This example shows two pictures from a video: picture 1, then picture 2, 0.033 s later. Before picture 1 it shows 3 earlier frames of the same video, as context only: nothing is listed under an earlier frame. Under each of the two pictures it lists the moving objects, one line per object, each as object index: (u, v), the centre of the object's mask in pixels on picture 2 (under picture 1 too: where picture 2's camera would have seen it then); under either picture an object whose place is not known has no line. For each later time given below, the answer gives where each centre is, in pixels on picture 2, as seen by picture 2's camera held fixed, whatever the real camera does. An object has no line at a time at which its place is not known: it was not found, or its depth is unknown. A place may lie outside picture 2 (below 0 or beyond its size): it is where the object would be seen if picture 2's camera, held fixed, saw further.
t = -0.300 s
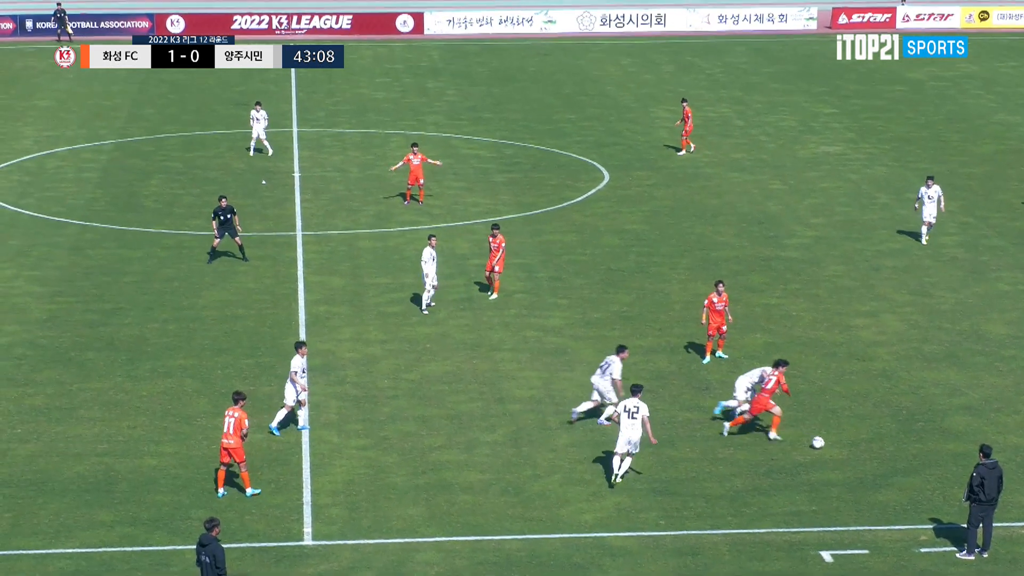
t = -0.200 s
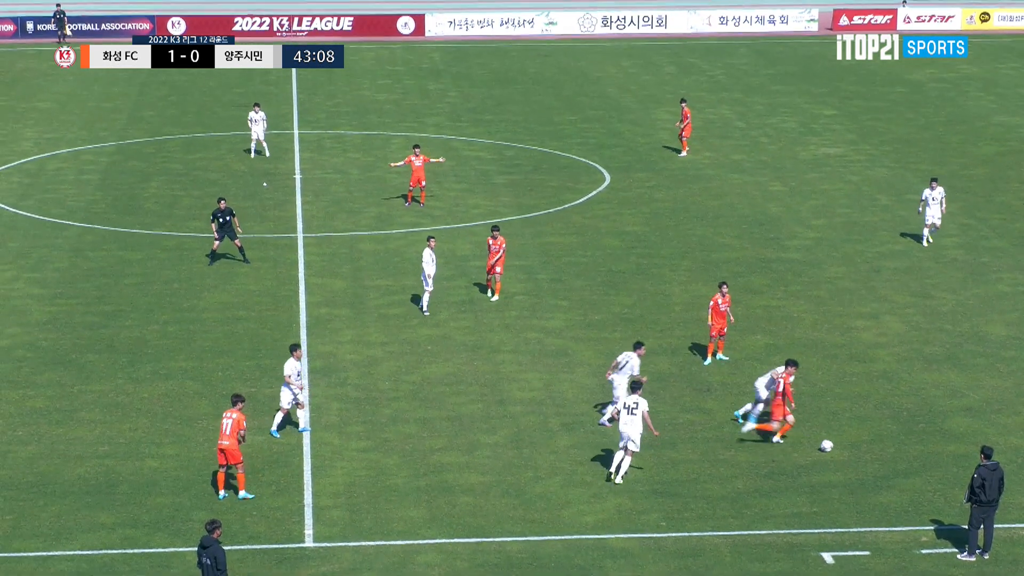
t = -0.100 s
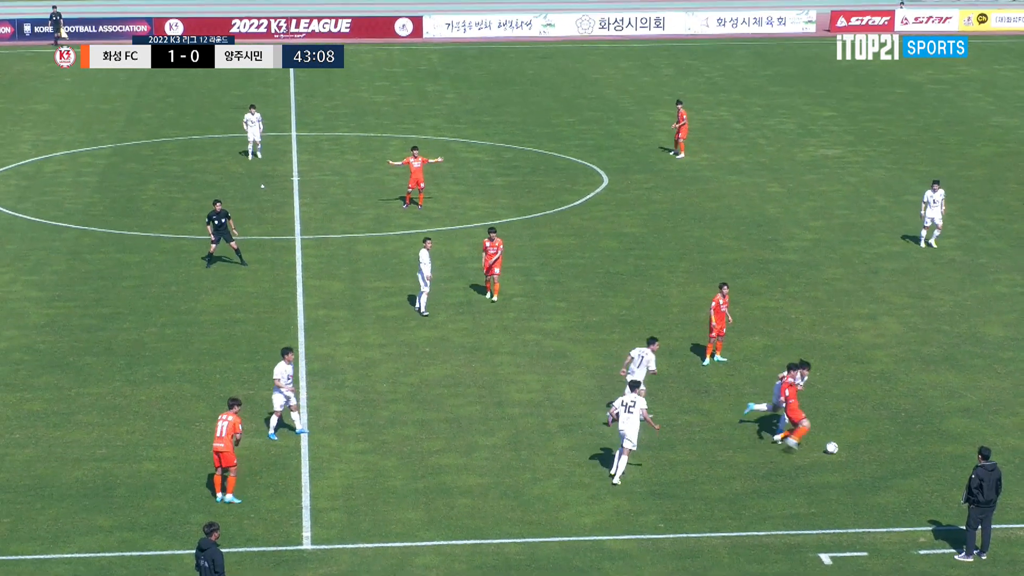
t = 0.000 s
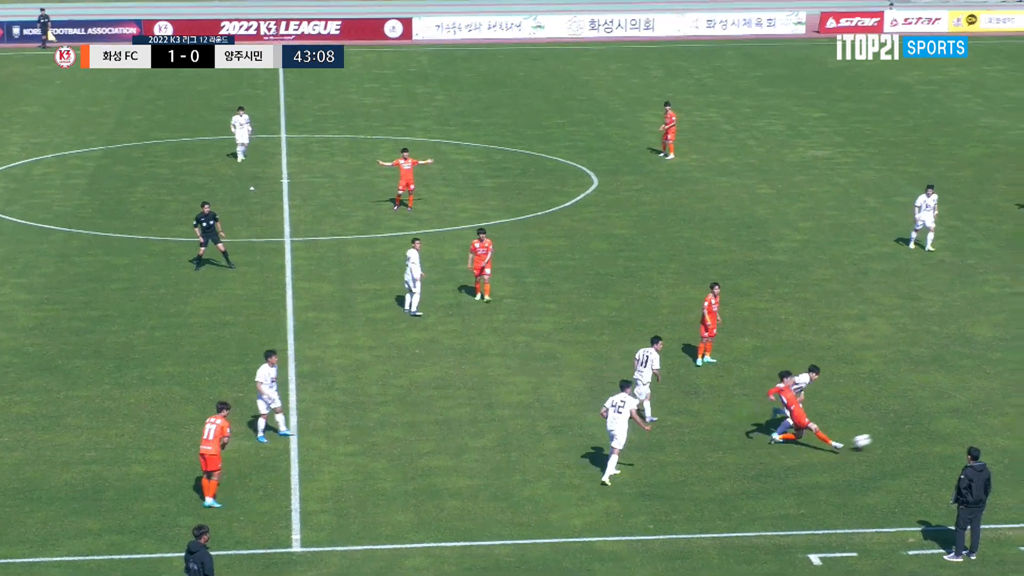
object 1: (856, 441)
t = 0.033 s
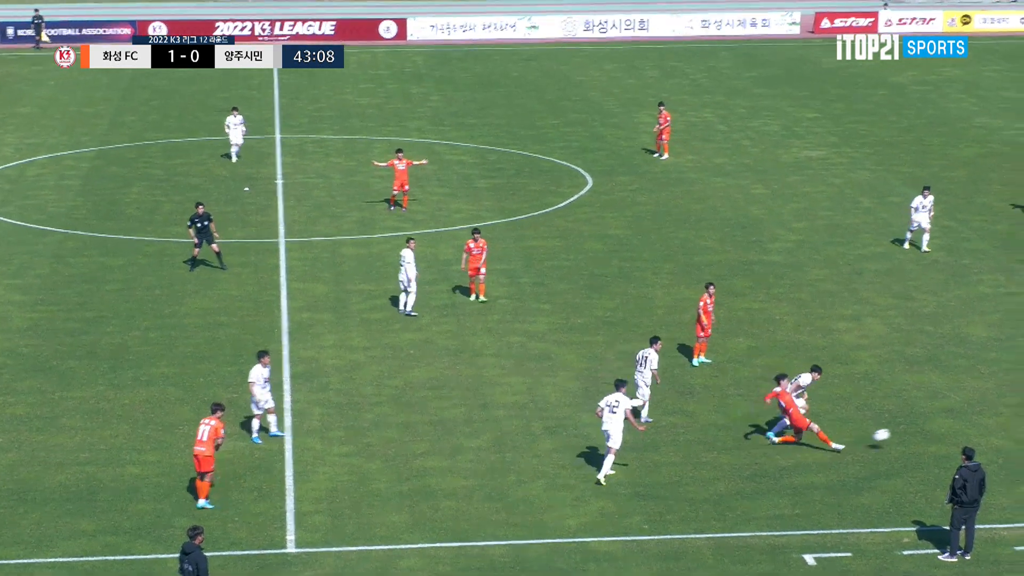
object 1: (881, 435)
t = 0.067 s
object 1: (906, 429)
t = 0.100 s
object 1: (930, 425)
